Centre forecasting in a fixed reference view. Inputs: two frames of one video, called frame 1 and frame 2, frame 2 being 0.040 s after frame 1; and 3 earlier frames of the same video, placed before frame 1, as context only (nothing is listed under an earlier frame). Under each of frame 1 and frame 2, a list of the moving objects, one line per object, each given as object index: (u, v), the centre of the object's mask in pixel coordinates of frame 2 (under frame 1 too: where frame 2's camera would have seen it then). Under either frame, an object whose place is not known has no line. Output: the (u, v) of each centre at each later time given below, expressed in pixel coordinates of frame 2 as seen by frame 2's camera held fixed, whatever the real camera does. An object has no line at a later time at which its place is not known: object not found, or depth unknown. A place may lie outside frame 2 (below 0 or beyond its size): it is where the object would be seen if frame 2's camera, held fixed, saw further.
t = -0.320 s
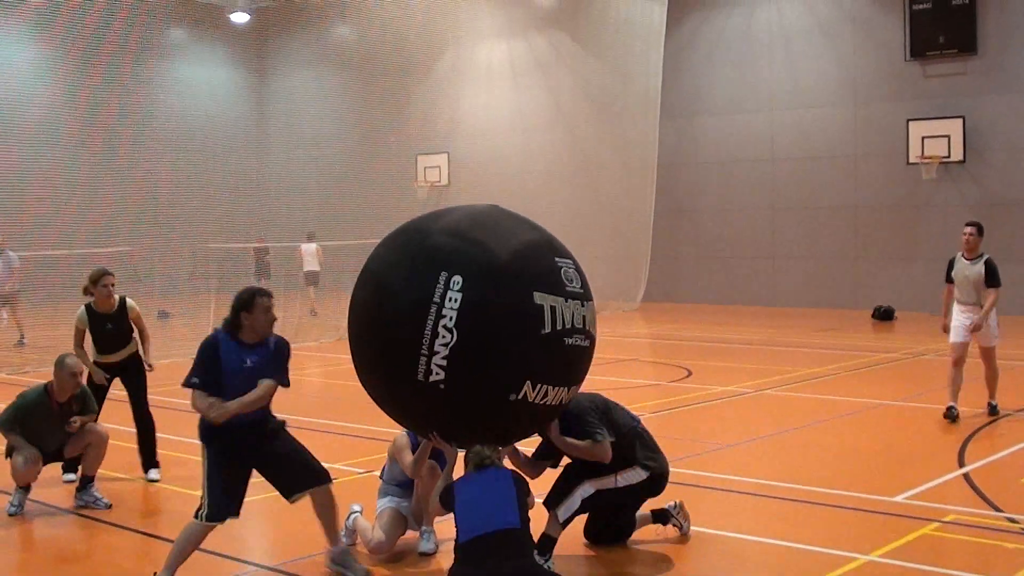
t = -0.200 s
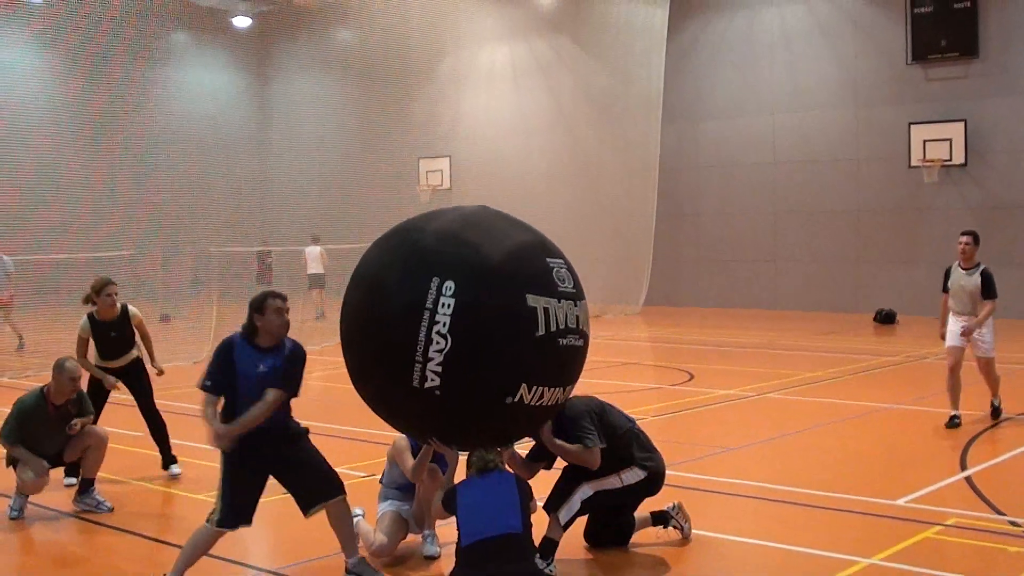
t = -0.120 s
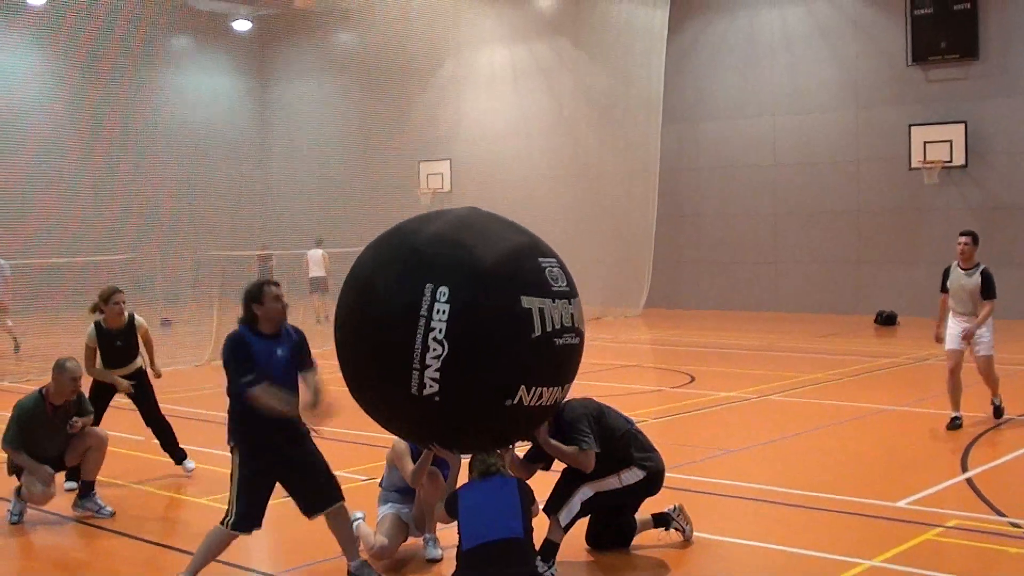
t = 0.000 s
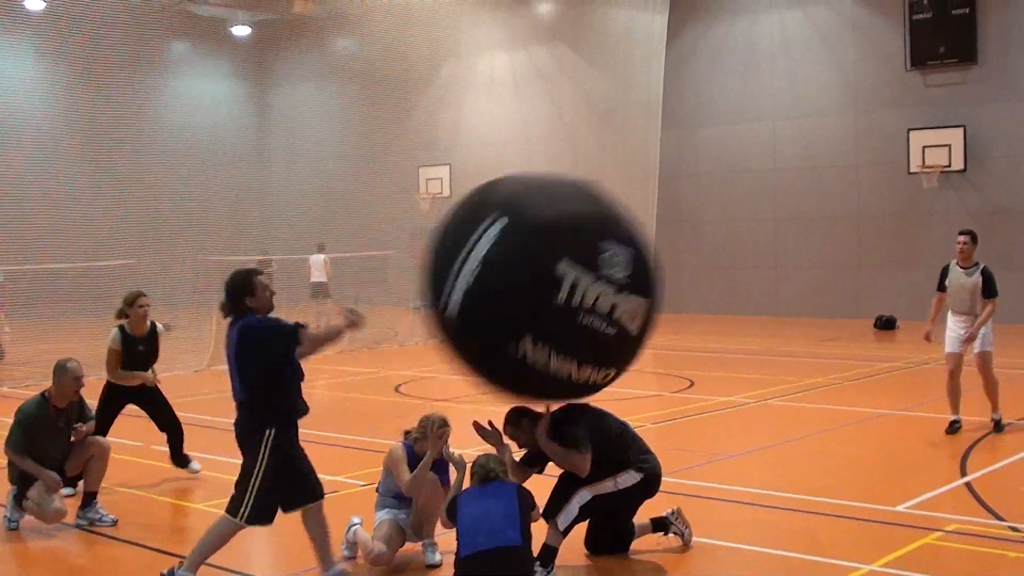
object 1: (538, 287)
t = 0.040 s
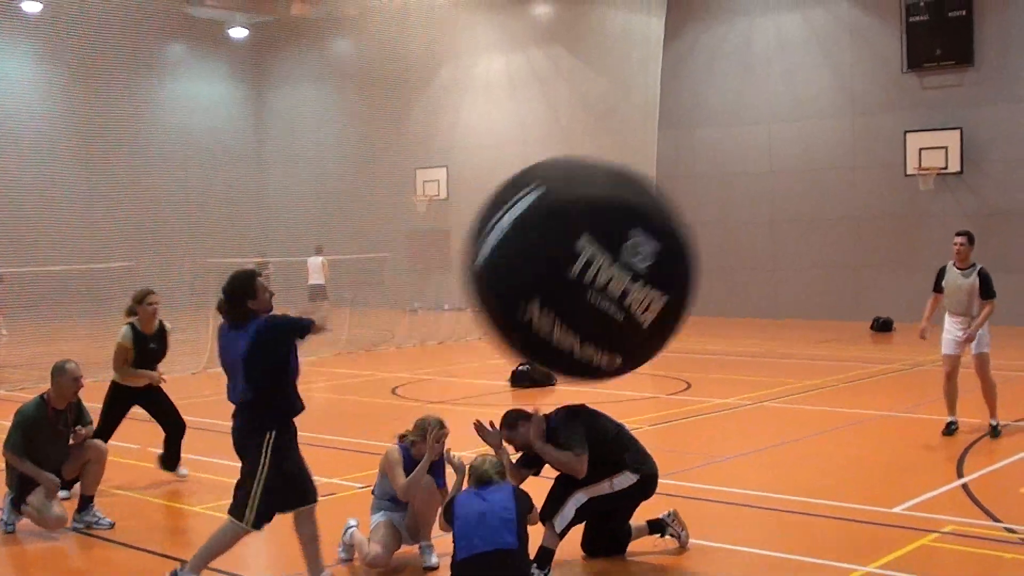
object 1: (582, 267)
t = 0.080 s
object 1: (622, 249)
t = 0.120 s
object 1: (663, 234)
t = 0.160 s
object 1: (701, 223)
